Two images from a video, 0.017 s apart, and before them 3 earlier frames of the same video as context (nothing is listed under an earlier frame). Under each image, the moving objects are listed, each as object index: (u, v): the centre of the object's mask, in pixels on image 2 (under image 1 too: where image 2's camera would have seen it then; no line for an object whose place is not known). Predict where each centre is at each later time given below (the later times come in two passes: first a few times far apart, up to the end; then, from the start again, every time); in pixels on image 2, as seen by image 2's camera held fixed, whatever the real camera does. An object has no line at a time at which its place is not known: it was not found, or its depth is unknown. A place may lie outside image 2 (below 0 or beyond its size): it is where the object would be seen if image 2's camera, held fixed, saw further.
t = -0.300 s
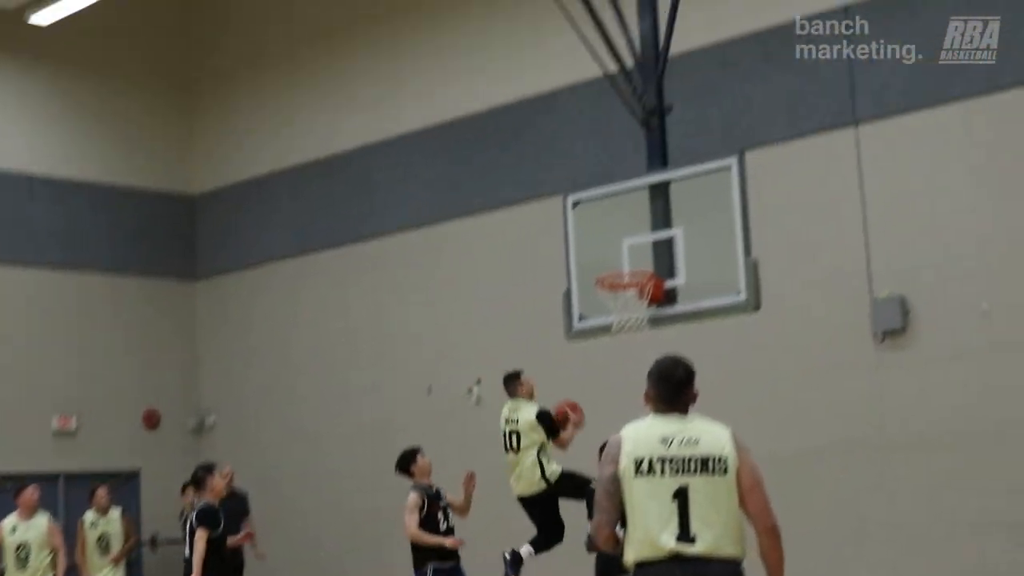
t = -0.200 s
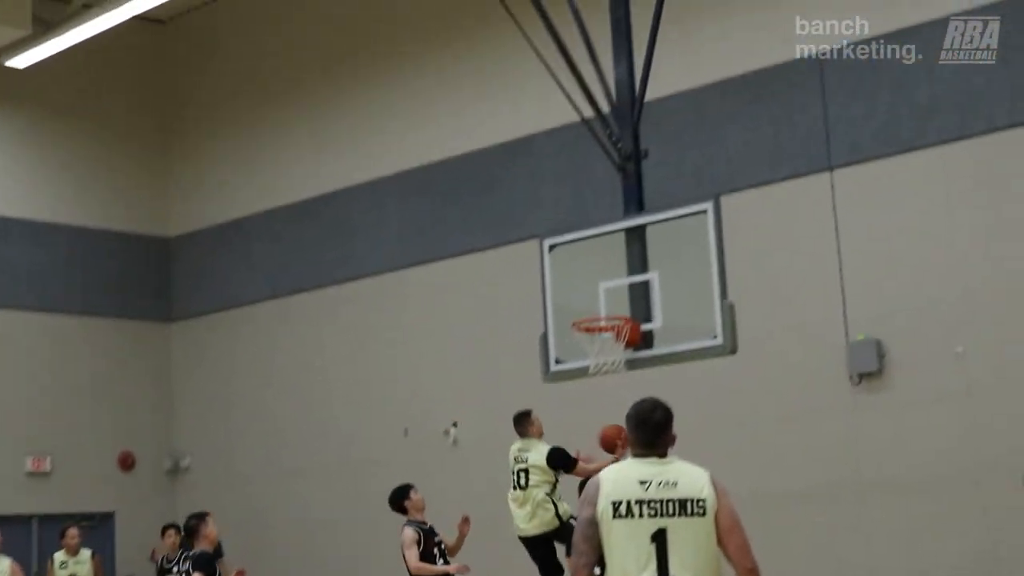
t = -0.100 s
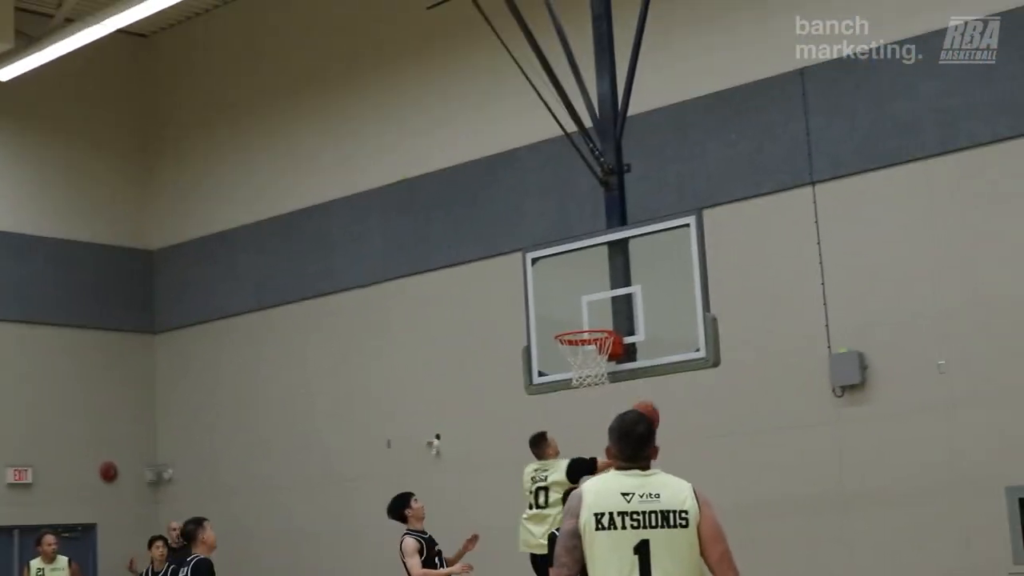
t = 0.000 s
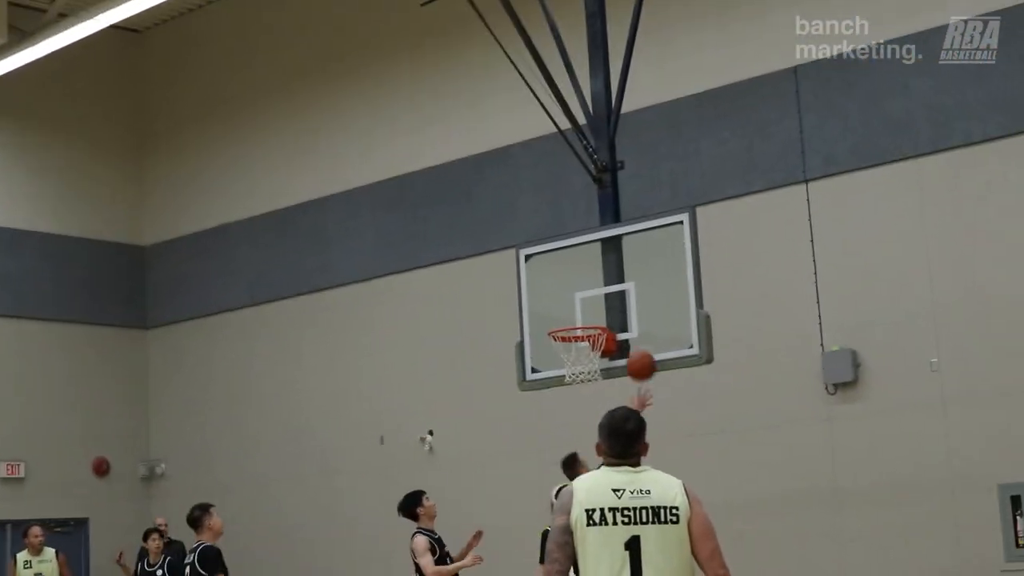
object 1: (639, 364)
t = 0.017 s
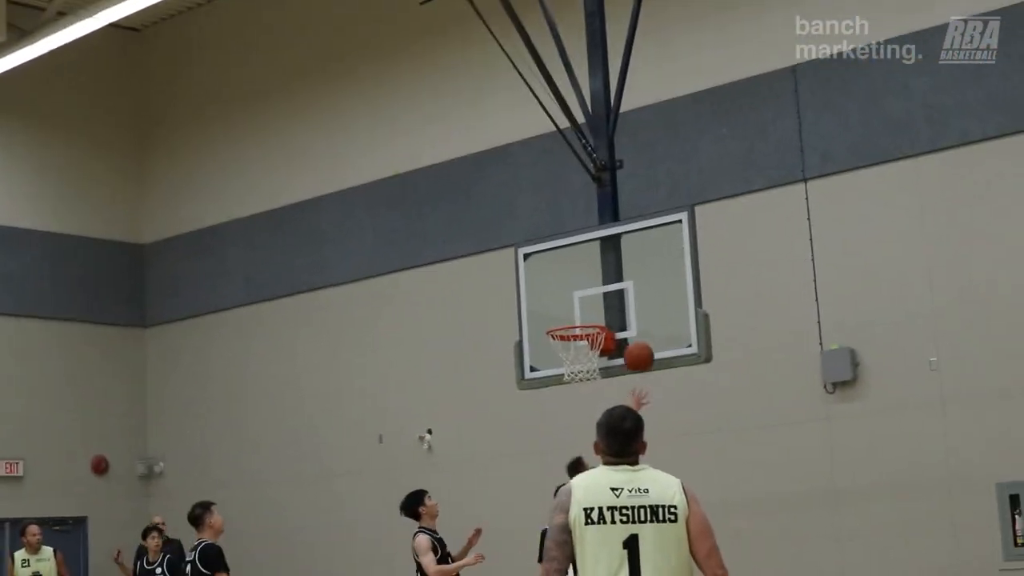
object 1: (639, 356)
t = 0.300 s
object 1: (626, 282)
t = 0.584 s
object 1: (603, 312)
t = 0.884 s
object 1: (590, 298)
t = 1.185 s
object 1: (571, 319)
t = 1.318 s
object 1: (563, 350)
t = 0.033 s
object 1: (637, 349)
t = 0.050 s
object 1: (637, 342)
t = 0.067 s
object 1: (636, 336)
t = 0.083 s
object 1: (635, 330)
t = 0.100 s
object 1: (634, 324)
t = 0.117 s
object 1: (633, 319)
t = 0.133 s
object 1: (632, 314)
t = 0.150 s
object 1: (632, 309)
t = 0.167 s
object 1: (631, 305)
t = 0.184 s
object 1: (630, 301)
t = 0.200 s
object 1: (630, 297)
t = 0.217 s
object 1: (629, 294)
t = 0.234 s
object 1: (628, 291)
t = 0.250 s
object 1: (628, 287)
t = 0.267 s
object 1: (627, 285)
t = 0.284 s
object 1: (627, 284)
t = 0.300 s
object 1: (626, 282)
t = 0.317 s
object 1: (625, 281)
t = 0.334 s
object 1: (625, 279)
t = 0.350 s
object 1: (623, 279)
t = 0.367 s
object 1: (622, 280)
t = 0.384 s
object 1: (620, 280)
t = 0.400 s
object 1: (619, 281)
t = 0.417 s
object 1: (617, 282)
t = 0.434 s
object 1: (616, 284)
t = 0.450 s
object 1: (614, 285)
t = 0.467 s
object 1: (613, 287)
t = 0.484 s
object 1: (611, 290)
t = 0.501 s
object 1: (610, 293)
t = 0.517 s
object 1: (609, 296)
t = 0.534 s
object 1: (608, 300)
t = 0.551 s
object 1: (606, 303)
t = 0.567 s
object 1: (605, 308)
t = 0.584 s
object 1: (603, 312)
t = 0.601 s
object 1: (603, 314)
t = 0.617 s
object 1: (602, 312)
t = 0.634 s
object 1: (601, 309)
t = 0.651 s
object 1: (600, 306)
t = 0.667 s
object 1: (599, 304)
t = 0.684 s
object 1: (598, 301)
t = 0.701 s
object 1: (597, 299)
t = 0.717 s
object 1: (596, 297)
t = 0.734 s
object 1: (596, 296)
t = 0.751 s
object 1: (595, 295)
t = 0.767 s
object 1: (594, 294)
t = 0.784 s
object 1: (594, 294)
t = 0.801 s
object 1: (593, 293)
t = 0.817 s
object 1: (592, 294)
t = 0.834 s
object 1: (592, 294)
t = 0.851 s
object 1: (591, 295)
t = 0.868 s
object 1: (590, 296)
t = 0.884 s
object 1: (590, 298)
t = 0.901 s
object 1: (589, 300)
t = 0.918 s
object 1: (589, 303)
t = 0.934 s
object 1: (588, 305)
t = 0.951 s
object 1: (587, 308)
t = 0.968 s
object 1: (587, 311)
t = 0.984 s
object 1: (586, 314)
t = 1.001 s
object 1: (585, 314)
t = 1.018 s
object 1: (584, 313)
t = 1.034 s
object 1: (582, 313)
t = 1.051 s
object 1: (581, 313)
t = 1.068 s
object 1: (580, 313)
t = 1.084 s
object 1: (578, 313)
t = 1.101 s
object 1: (578, 313)
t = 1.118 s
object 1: (576, 314)
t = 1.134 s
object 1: (575, 315)
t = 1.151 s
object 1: (573, 316)
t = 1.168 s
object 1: (572, 317)
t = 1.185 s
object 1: (571, 319)
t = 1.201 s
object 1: (569, 320)
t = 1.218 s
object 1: (568, 321)
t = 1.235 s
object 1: (567, 333)
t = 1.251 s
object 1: (567, 337)
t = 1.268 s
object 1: (565, 341)
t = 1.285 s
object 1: (564, 345)
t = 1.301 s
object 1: (563, 347)
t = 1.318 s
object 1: (563, 350)
